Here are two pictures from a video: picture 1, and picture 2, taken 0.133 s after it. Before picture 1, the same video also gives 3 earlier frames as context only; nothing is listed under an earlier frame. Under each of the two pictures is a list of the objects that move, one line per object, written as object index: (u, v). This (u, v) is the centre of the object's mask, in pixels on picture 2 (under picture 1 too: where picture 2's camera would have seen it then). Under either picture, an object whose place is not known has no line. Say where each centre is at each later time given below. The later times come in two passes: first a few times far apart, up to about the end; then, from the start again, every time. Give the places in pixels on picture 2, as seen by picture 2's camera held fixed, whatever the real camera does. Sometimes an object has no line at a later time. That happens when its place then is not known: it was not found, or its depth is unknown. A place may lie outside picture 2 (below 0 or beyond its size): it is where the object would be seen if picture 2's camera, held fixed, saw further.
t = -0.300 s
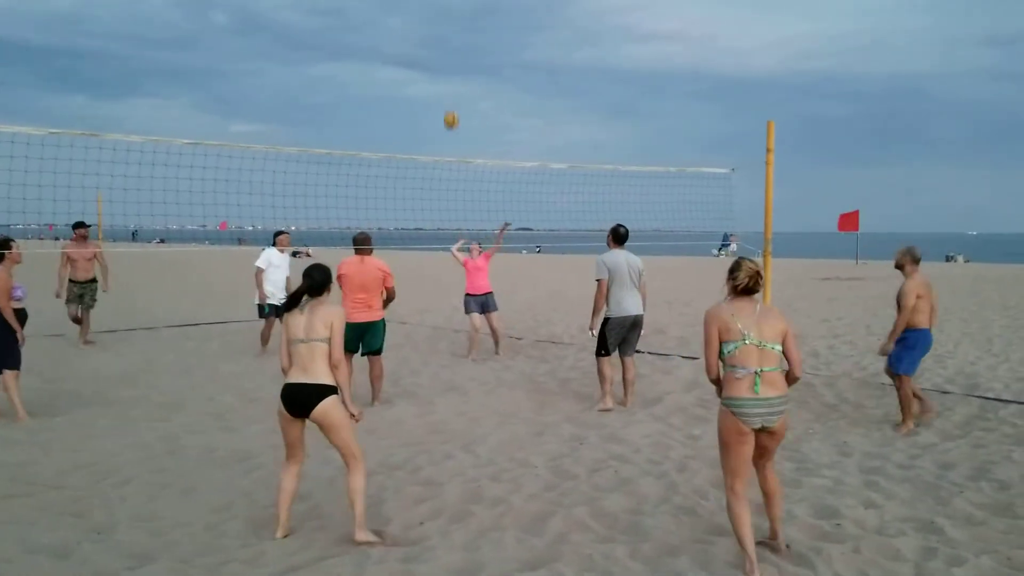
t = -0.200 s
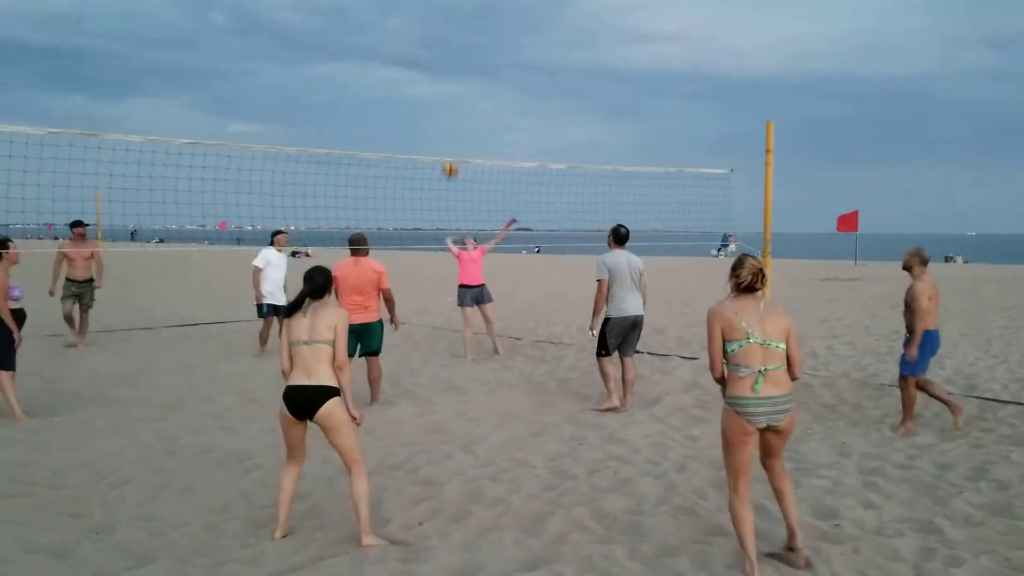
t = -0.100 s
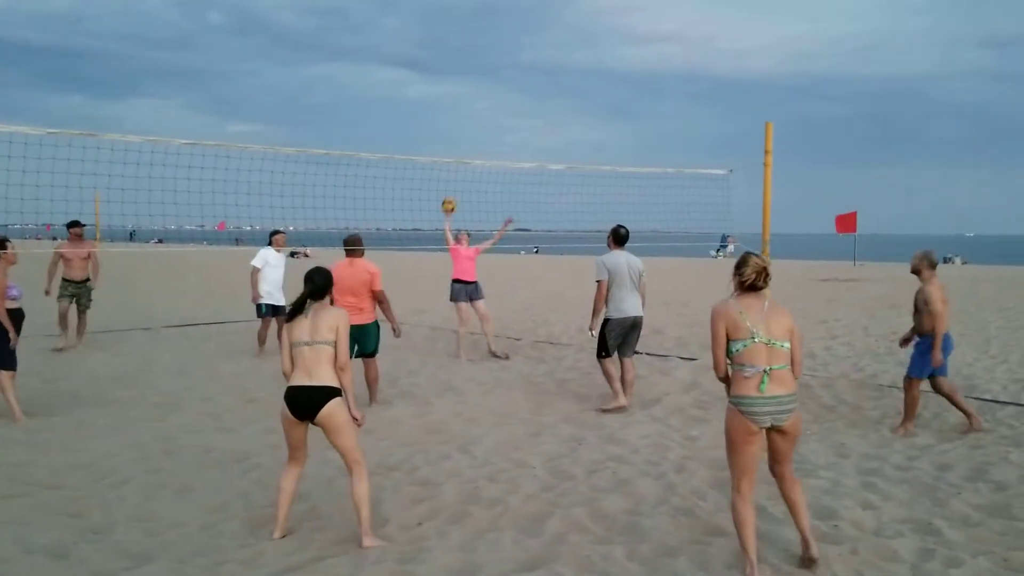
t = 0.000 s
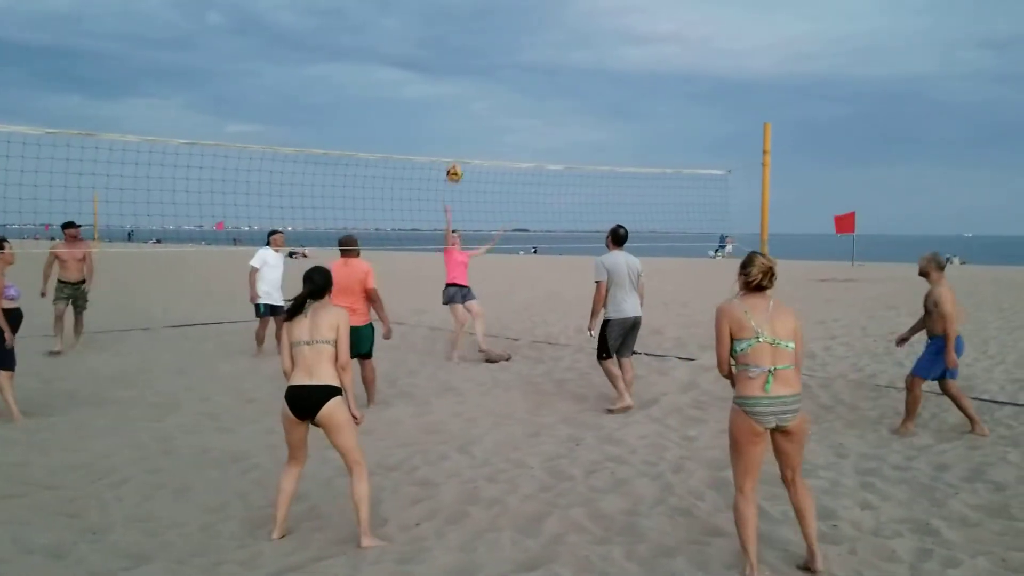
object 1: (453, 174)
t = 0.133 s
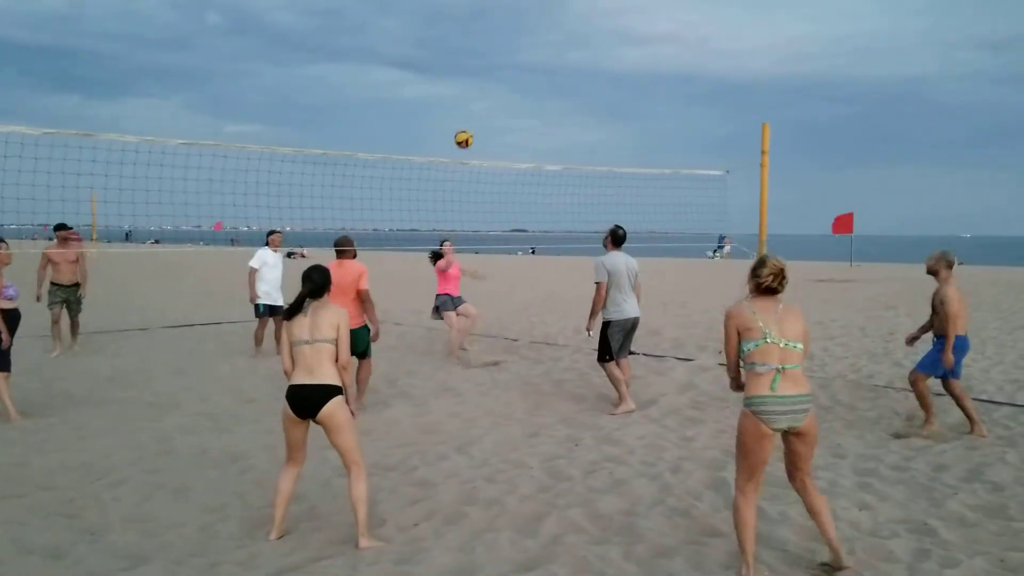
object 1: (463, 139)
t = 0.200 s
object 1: (470, 126)
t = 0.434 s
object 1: (496, 113)
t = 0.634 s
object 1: (526, 165)
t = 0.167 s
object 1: (466, 132)
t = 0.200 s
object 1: (470, 126)
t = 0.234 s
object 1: (473, 121)
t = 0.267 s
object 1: (477, 117)
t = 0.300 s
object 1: (480, 113)
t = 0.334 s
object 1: (484, 111)
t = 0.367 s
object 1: (487, 110)
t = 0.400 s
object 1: (492, 111)
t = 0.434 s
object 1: (496, 113)
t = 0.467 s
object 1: (500, 116)
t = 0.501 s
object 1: (505, 121)
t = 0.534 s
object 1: (509, 128)
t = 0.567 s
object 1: (515, 138)
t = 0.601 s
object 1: (520, 151)
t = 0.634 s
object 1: (526, 165)
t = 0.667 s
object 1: (530, 182)
